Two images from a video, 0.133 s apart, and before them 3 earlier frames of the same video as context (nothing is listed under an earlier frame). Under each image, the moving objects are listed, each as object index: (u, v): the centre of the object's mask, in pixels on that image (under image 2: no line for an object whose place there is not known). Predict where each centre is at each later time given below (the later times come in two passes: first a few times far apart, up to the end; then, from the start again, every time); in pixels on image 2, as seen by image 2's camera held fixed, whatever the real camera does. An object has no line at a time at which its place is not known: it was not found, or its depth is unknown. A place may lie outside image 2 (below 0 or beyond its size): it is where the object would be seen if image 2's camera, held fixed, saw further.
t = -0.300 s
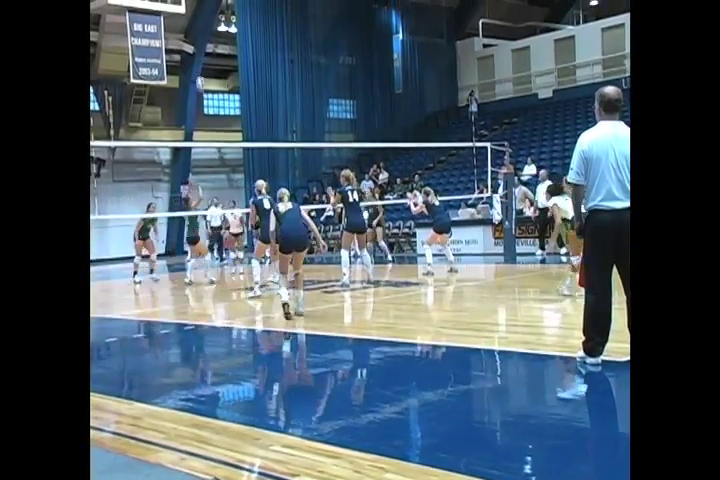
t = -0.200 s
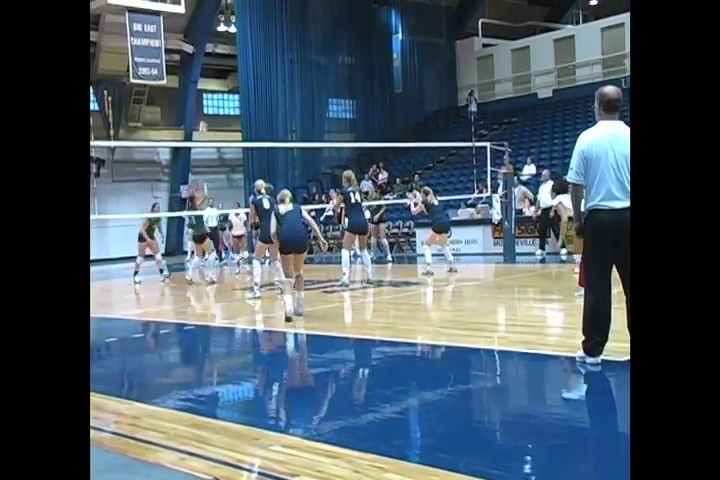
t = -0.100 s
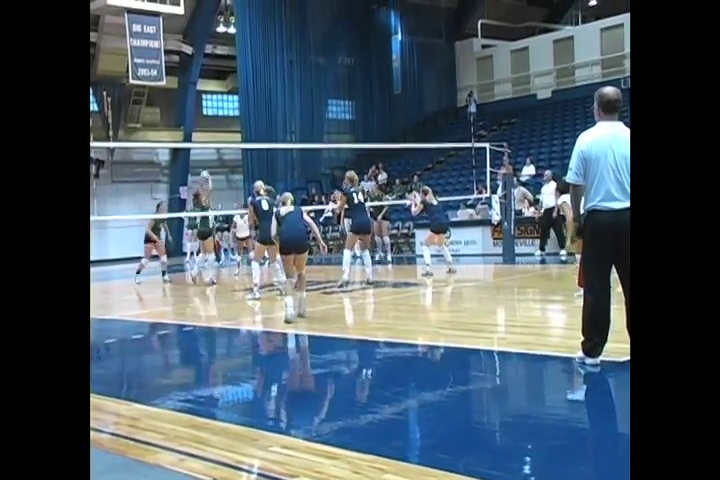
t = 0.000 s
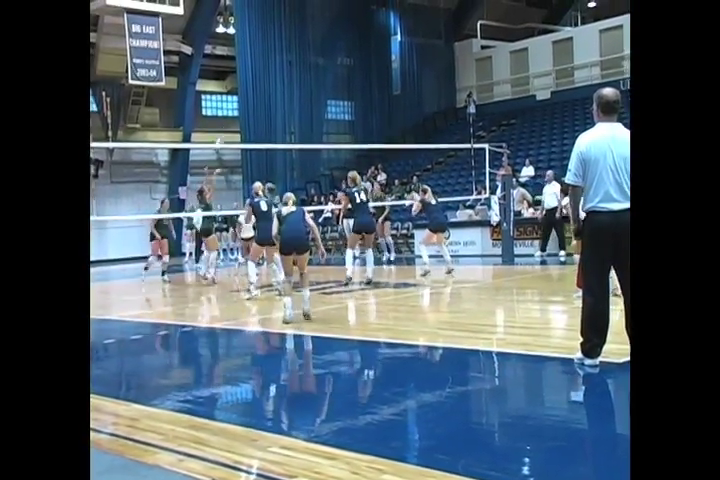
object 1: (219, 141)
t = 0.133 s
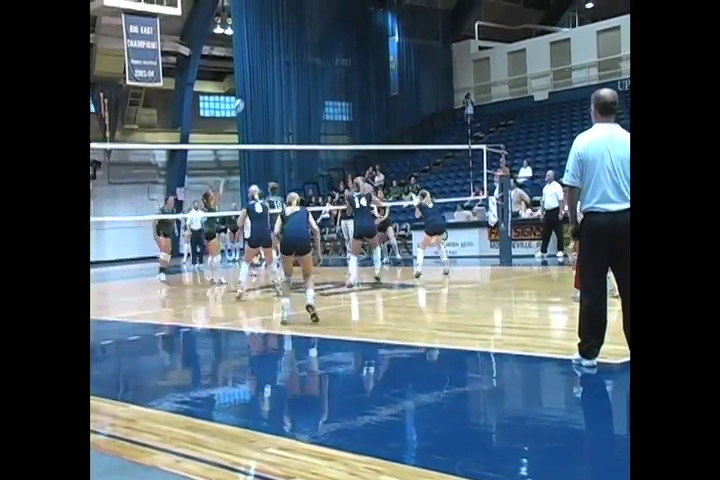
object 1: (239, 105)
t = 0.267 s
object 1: (260, 76)
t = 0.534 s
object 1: (304, 47)
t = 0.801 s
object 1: (347, 57)
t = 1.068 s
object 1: (389, 101)
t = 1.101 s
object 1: (394, 109)
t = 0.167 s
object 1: (244, 96)
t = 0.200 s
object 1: (250, 89)
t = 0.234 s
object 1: (255, 82)
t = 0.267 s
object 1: (260, 76)
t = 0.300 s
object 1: (265, 70)
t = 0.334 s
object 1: (271, 64)
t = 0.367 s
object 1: (276, 61)
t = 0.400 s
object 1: (282, 57)
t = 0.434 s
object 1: (287, 53)
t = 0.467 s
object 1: (293, 51)
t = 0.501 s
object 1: (298, 49)
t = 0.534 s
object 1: (304, 47)
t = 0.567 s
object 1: (309, 46)
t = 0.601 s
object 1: (314, 46)
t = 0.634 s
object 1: (320, 46)
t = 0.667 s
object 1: (325, 47)
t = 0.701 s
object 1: (331, 49)
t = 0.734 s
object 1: (336, 51)
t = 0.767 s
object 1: (341, 54)
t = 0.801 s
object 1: (347, 57)
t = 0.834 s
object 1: (352, 61)
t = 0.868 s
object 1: (358, 65)
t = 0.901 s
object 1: (363, 69)
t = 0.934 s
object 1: (368, 75)
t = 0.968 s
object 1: (373, 81)
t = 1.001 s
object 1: (379, 87)
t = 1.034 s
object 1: (384, 94)
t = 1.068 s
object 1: (389, 101)
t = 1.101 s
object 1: (394, 109)
